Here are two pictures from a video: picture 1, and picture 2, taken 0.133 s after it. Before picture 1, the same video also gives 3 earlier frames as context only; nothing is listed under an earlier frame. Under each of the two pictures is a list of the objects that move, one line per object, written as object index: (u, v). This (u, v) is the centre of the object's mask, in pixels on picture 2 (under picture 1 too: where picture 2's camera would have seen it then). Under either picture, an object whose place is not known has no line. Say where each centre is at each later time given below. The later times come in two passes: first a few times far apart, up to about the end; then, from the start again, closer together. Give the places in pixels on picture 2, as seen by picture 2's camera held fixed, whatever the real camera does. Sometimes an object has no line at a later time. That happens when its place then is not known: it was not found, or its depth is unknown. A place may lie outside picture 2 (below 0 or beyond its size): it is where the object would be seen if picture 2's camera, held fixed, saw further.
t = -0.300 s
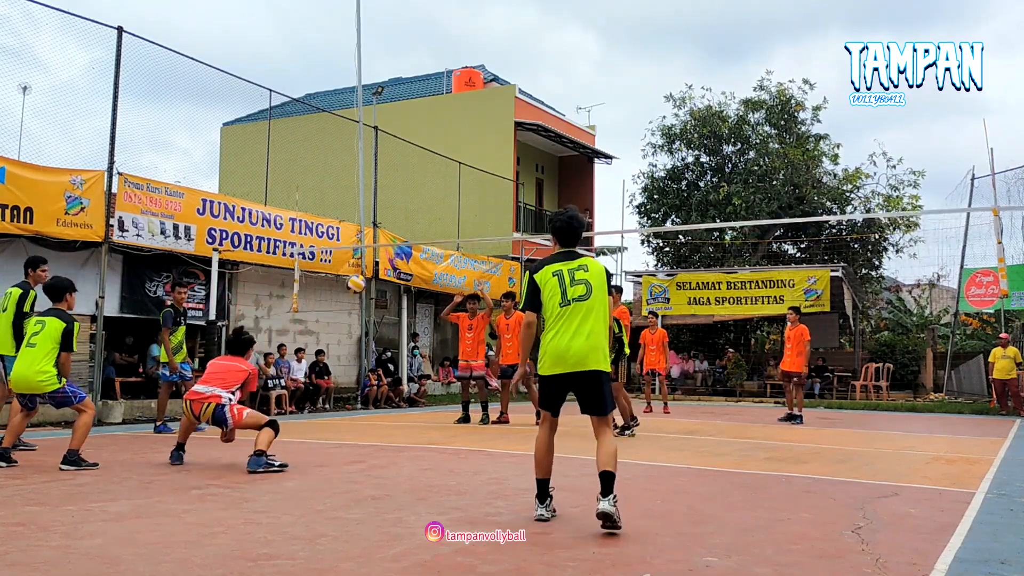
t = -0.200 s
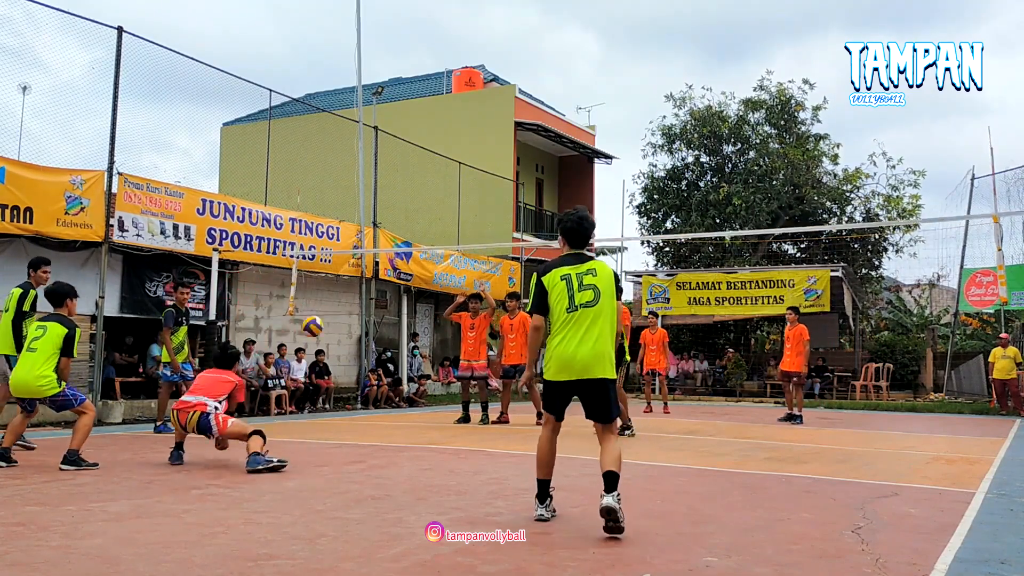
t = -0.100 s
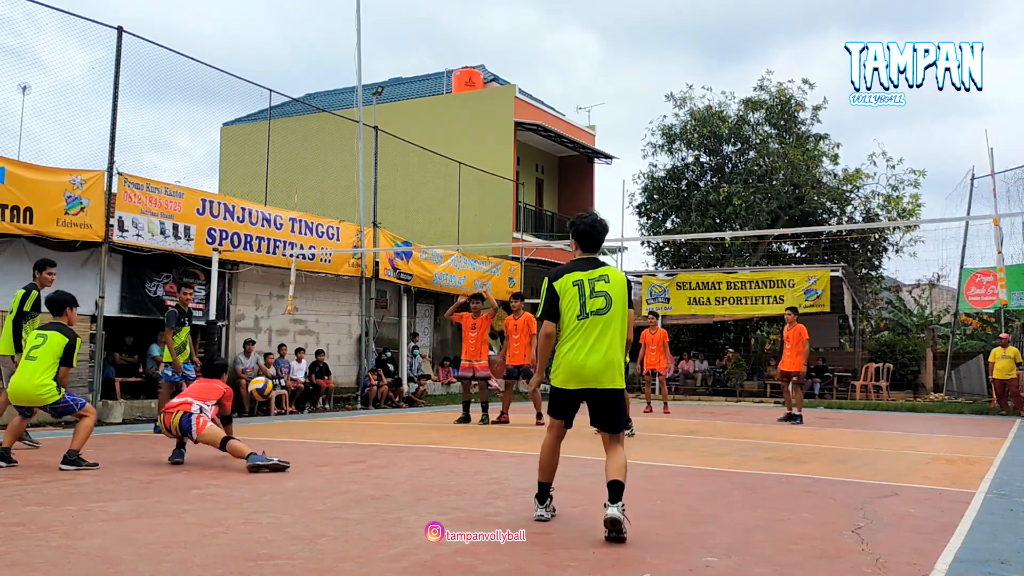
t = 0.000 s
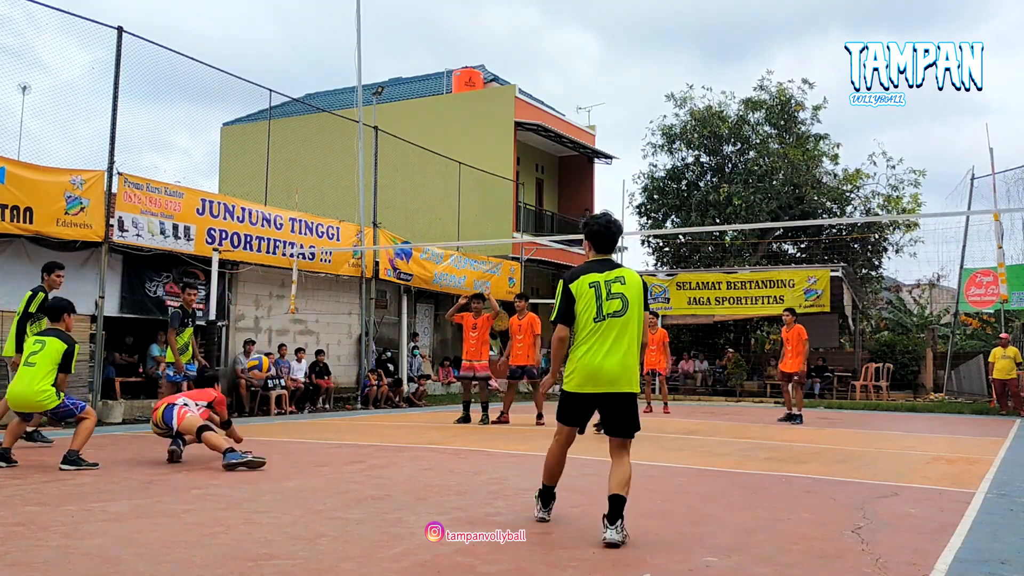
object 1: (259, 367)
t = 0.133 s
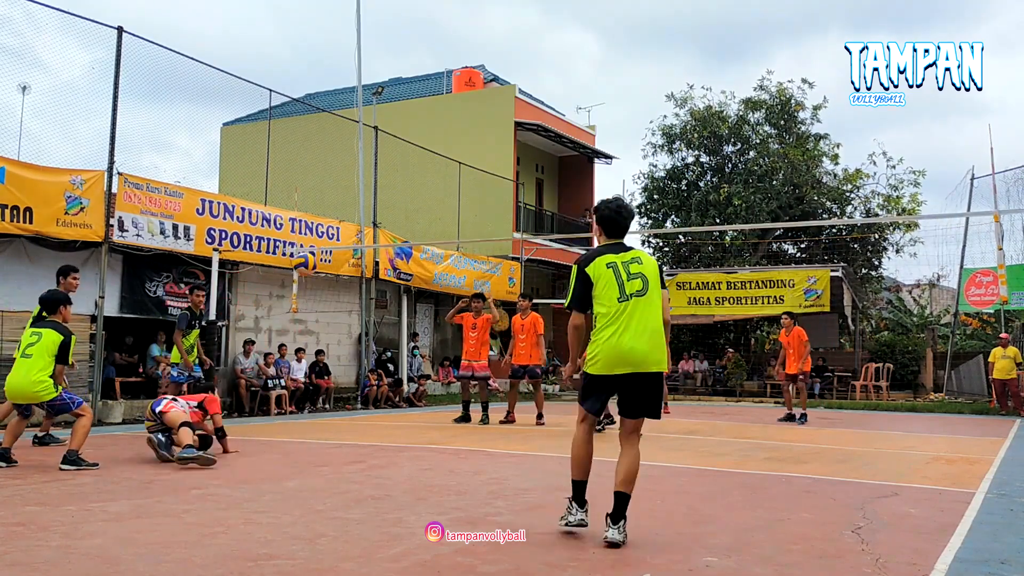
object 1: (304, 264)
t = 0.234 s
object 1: (336, 204)
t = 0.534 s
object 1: (421, 93)
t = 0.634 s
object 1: (447, 79)
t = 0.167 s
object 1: (316, 243)
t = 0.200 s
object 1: (327, 223)
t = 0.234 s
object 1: (336, 204)
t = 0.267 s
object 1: (346, 186)
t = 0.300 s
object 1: (356, 171)
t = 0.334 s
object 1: (367, 156)
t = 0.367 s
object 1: (376, 142)
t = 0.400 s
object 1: (385, 130)
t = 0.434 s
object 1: (394, 119)
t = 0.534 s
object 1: (421, 93)
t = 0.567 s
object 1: (430, 87)
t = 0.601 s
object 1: (439, 83)
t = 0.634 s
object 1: (447, 79)
